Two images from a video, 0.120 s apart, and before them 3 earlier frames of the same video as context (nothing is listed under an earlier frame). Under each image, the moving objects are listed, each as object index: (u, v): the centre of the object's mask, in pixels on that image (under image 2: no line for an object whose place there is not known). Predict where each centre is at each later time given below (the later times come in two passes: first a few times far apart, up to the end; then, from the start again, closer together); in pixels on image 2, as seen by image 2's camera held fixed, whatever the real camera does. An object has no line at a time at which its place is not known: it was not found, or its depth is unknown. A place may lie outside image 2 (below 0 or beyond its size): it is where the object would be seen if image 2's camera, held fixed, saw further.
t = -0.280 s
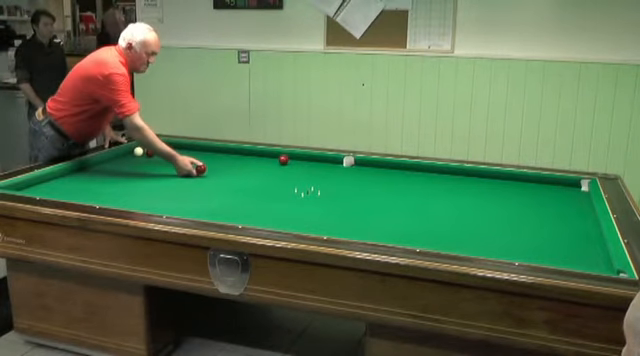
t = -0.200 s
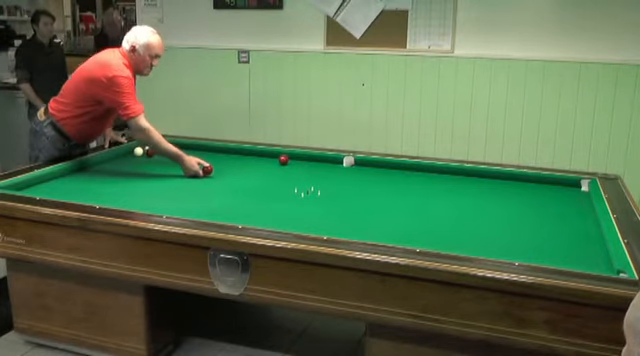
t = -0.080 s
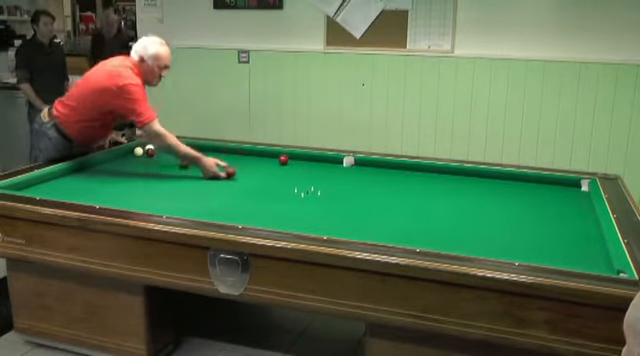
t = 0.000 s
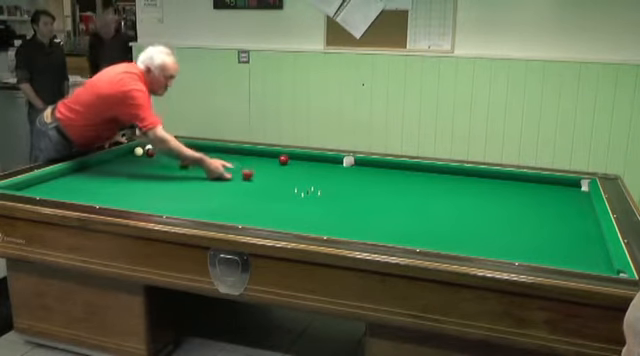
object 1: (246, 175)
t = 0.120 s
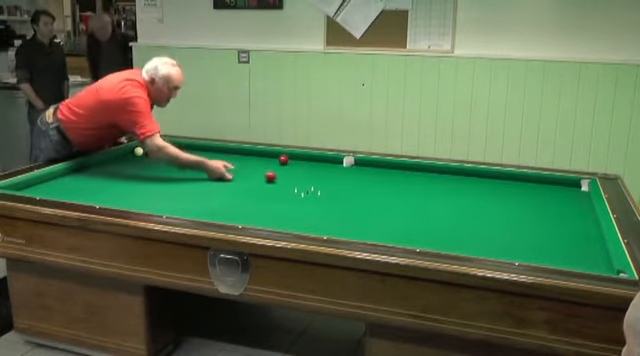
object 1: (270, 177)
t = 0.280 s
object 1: (299, 178)
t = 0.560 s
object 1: (350, 182)
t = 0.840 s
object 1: (403, 187)
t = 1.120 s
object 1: (456, 191)
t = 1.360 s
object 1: (501, 195)
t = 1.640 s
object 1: (553, 199)
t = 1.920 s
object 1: (573, 200)
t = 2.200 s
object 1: (543, 196)
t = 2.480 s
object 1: (516, 192)
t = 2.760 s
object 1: (490, 189)
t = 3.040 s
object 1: (464, 186)
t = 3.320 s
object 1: (441, 182)
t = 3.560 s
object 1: (421, 180)
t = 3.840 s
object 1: (399, 177)
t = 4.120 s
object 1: (379, 174)
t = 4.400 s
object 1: (359, 172)
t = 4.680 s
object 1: (340, 170)
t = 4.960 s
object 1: (323, 167)
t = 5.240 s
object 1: (306, 165)
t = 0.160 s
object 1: (277, 177)
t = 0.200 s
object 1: (284, 178)
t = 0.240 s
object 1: (291, 178)
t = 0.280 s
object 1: (299, 178)
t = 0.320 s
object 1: (306, 179)
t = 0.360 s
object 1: (313, 179)
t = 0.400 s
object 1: (321, 180)
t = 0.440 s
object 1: (328, 180)
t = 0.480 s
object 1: (335, 181)
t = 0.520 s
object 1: (342, 182)
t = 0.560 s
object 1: (350, 182)
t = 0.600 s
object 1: (358, 183)
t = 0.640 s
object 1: (365, 184)
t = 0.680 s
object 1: (373, 184)
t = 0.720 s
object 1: (381, 185)
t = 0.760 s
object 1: (388, 186)
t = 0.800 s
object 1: (396, 186)
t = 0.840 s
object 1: (403, 187)
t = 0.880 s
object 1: (411, 187)
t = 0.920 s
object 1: (418, 188)
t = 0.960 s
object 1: (426, 188)
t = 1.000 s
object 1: (433, 189)
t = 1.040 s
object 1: (441, 190)
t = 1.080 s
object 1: (449, 191)
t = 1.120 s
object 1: (456, 191)
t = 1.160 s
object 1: (464, 192)
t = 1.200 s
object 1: (471, 192)
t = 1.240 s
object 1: (479, 193)
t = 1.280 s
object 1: (486, 194)
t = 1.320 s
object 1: (494, 194)
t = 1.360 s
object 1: (501, 195)
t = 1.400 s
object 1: (508, 195)
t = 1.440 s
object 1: (516, 196)
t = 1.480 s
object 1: (524, 197)
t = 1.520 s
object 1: (531, 198)
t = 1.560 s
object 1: (539, 198)
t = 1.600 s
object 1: (546, 199)
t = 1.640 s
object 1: (553, 199)
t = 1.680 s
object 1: (561, 200)
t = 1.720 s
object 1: (568, 201)
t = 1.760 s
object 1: (575, 201)
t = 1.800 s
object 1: (583, 201)
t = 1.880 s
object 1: (578, 201)
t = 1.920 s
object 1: (573, 200)
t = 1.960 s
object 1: (568, 199)
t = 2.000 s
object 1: (563, 199)
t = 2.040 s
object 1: (559, 198)
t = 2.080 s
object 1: (555, 198)
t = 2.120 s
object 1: (551, 197)
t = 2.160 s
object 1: (547, 197)
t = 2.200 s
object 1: (543, 196)
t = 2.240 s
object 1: (539, 195)
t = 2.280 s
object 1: (535, 195)
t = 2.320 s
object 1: (531, 194)
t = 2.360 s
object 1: (527, 194)
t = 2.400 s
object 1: (523, 193)
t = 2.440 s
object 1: (519, 193)
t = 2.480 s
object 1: (516, 192)
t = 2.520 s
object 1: (512, 192)
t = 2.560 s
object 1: (507, 191)
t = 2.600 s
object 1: (504, 191)
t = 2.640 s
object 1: (501, 190)
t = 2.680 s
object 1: (497, 190)
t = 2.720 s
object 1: (493, 189)
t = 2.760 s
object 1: (490, 189)
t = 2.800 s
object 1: (486, 188)
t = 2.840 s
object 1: (482, 188)
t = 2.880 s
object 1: (479, 187)
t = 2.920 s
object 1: (475, 187)
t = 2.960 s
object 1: (471, 186)
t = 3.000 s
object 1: (468, 186)
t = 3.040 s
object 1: (464, 186)
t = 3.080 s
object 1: (461, 185)
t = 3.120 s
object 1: (458, 184)
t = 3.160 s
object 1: (454, 184)
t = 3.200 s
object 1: (451, 183)
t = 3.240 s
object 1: (447, 183)
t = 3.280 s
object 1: (444, 182)
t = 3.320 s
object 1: (441, 182)
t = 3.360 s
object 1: (437, 182)
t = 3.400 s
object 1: (434, 181)
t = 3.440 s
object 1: (431, 181)
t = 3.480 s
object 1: (427, 181)
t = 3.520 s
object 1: (424, 180)
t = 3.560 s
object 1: (421, 180)
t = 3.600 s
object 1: (418, 180)
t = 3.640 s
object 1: (415, 179)
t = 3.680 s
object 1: (411, 179)
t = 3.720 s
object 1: (408, 178)
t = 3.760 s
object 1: (405, 177)
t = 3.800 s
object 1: (402, 177)
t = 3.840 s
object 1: (399, 177)
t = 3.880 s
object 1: (396, 177)
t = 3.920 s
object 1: (393, 176)
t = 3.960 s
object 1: (390, 176)
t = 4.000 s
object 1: (387, 176)
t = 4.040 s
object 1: (384, 175)
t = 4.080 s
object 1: (382, 175)
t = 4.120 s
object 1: (379, 174)
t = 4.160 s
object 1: (376, 174)
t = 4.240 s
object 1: (371, 174)
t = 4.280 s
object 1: (367, 173)
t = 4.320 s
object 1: (365, 173)
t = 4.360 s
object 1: (362, 172)
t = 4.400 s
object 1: (359, 172)
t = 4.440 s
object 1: (357, 171)
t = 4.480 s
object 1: (354, 171)
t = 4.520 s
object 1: (351, 171)
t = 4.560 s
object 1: (349, 171)
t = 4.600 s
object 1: (346, 170)
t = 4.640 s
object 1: (344, 170)
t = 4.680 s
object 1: (340, 170)
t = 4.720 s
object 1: (337, 169)
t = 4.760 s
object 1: (335, 169)
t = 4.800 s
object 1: (333, 169)
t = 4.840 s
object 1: (331, 168)
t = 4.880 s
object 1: (328, 168)
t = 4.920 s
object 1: (326, 167)
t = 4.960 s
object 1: (323, 167)
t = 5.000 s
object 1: (320, 167)
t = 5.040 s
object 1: (318, 167)
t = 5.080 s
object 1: (316, 166)
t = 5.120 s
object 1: (313, 165)
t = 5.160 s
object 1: (311, 166)
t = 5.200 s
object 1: (309, 165)
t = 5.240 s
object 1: (306, 165)
